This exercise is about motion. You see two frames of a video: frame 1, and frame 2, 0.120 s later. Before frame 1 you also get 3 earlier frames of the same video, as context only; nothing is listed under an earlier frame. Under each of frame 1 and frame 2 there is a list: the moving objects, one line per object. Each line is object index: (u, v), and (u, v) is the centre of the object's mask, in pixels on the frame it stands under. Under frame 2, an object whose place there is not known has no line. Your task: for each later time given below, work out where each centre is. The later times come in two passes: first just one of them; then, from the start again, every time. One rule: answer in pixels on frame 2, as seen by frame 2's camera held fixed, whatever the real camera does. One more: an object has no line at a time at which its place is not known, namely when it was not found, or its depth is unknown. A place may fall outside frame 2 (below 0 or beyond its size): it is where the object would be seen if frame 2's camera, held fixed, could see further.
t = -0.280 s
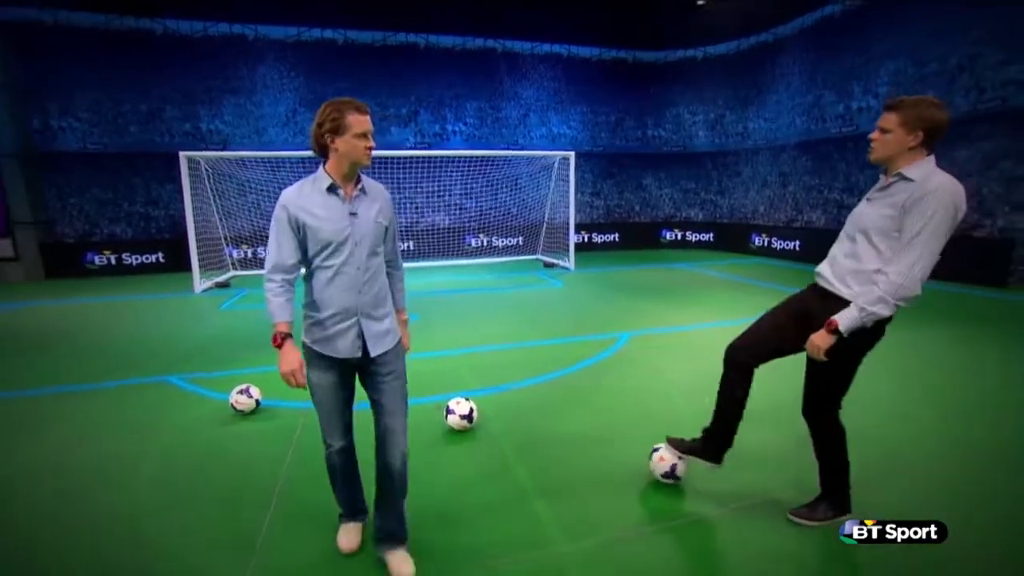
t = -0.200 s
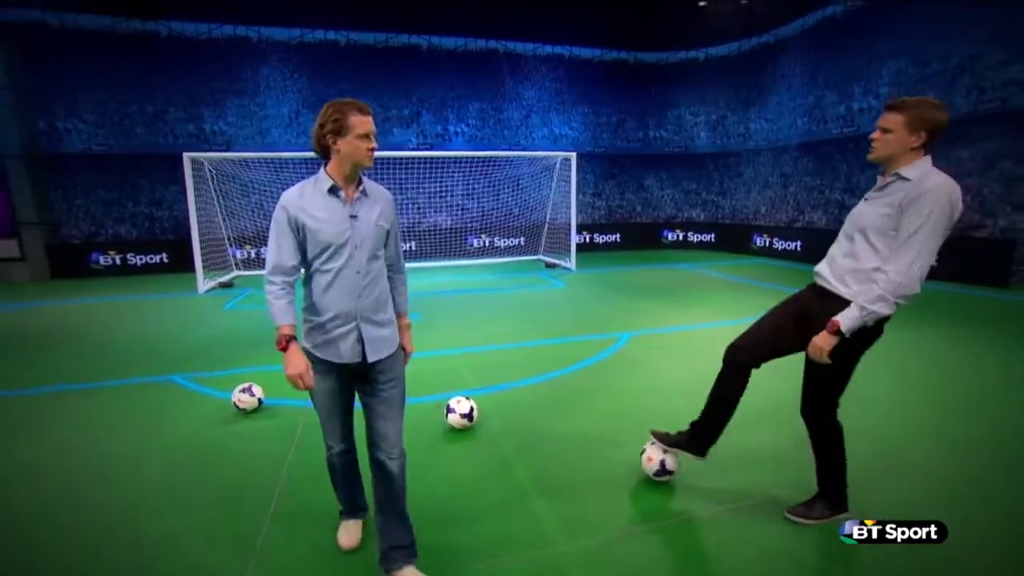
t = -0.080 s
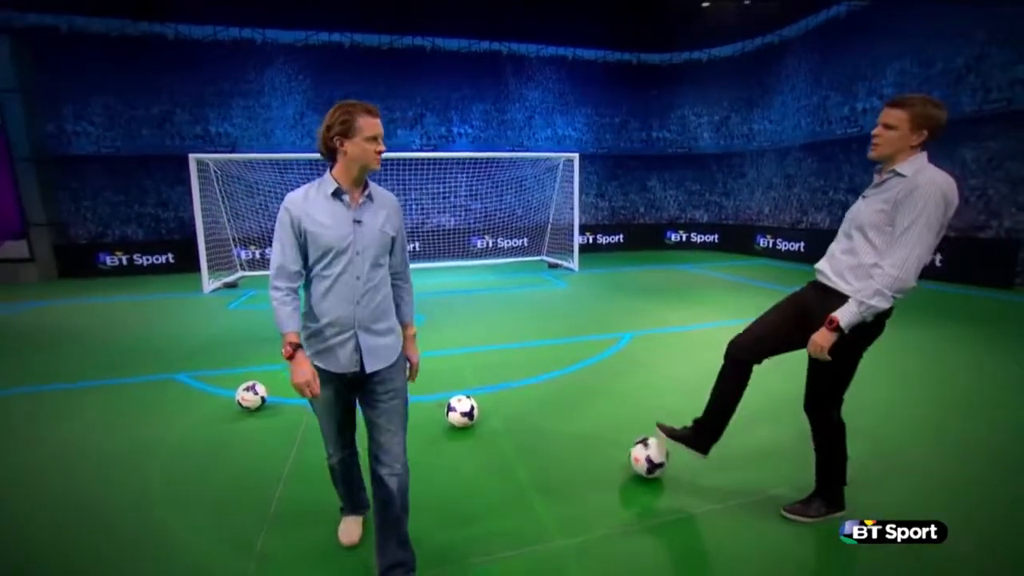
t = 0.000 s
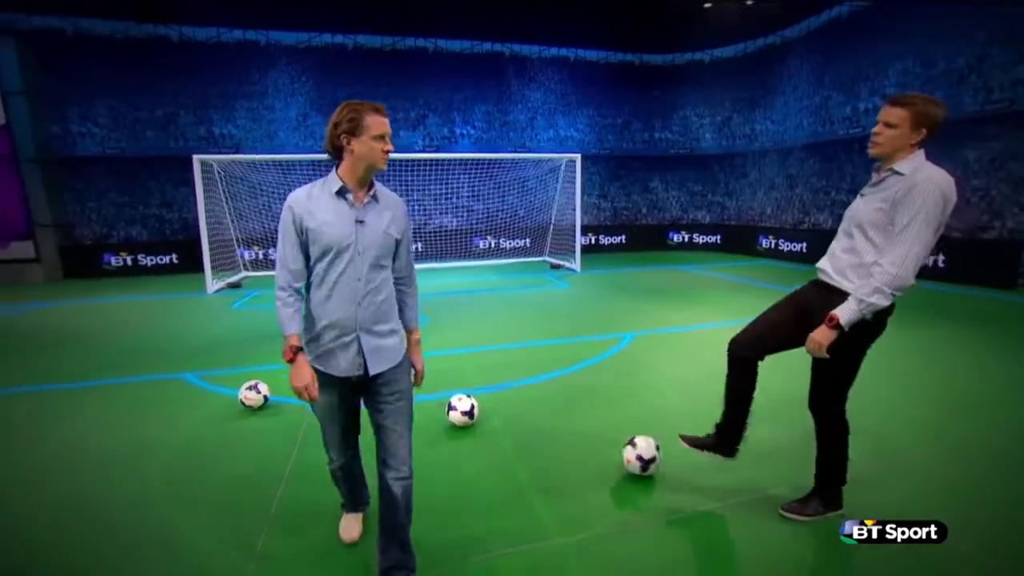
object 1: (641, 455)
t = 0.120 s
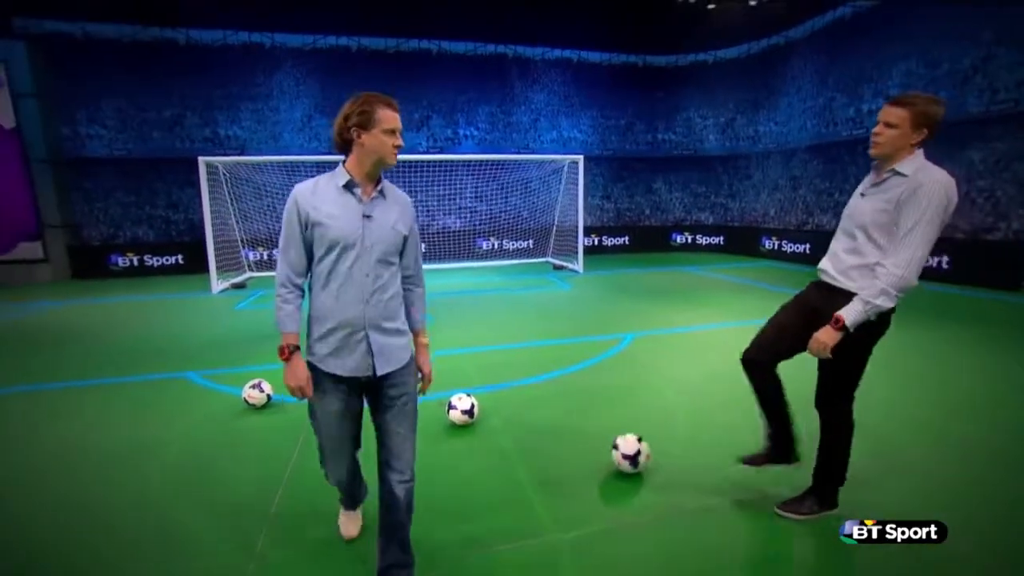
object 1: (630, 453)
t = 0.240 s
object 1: (618, 452)
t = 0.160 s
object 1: (626, 453)
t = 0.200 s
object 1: (622, 452)
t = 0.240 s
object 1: (618, 452)
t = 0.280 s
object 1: (614, 452)
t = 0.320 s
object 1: (610, 451)
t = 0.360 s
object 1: (605, 451)
